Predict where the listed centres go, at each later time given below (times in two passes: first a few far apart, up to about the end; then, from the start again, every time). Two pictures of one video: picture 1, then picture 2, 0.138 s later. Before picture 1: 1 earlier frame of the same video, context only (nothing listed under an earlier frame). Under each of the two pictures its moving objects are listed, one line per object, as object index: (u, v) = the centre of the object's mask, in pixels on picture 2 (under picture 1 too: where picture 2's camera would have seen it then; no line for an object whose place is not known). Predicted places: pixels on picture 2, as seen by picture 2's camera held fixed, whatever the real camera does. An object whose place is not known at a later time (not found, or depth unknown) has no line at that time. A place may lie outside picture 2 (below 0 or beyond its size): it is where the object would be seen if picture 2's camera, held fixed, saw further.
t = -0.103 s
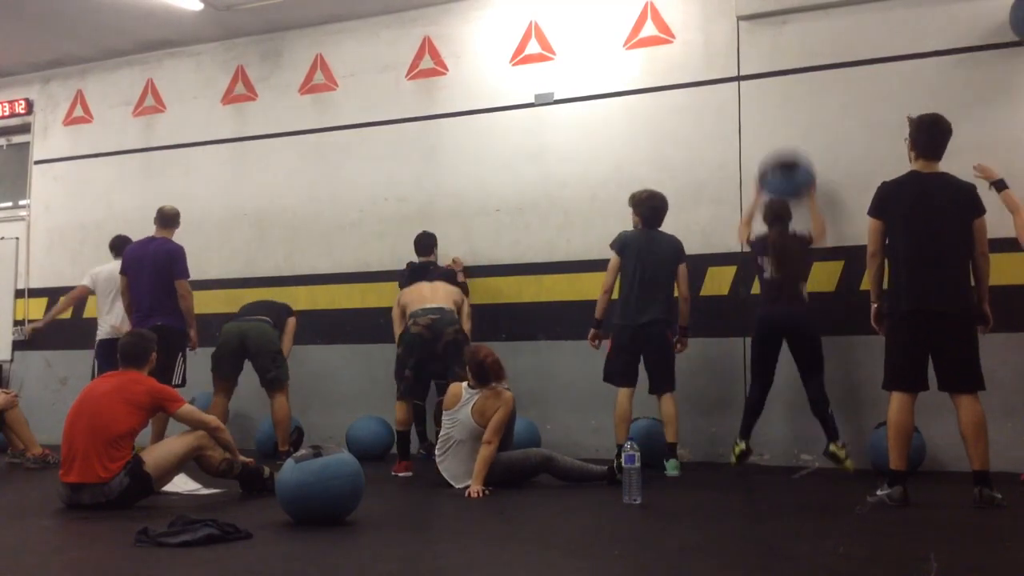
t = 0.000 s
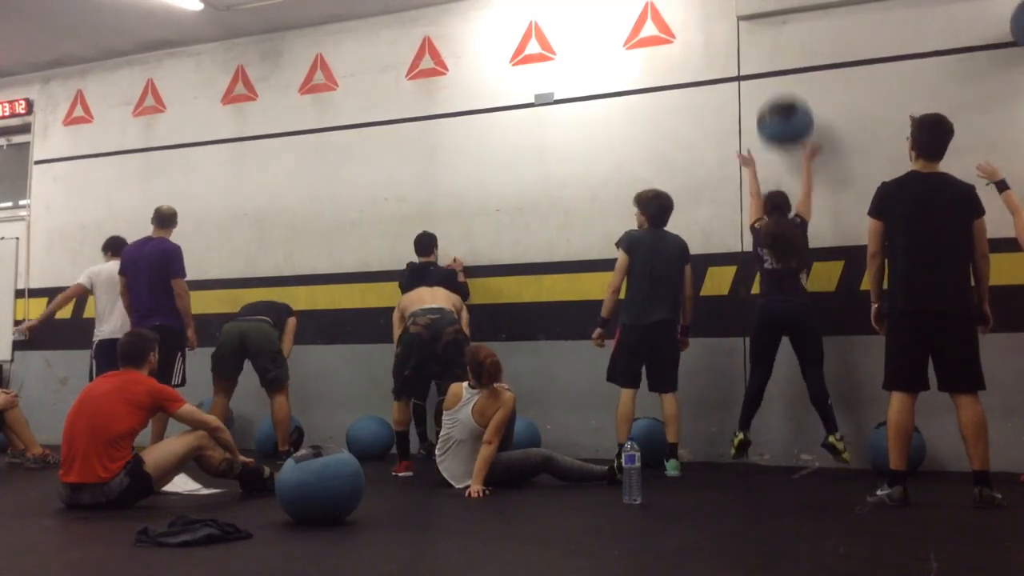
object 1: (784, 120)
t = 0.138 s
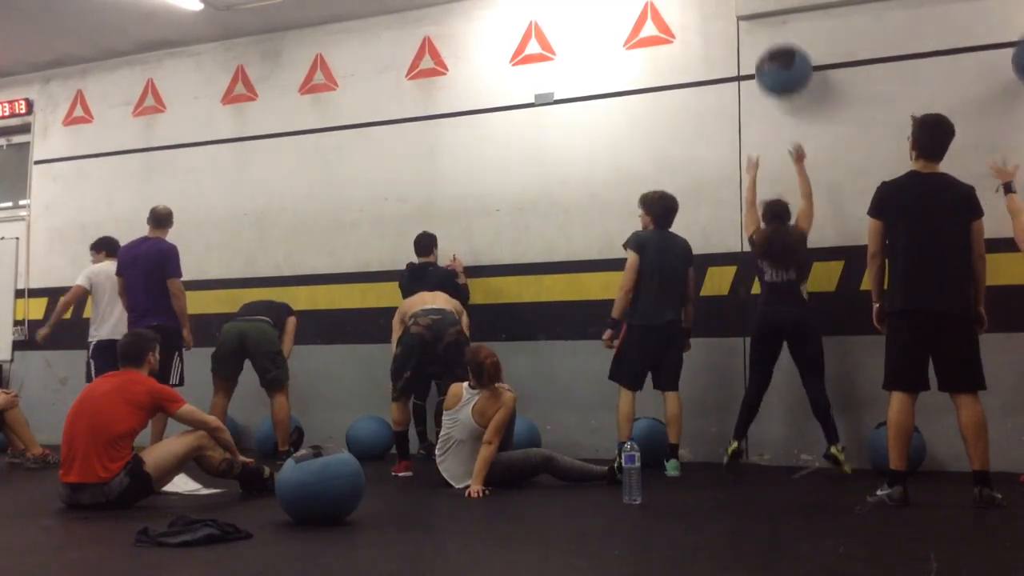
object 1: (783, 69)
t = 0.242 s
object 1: (783, 44)
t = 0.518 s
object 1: (781, 59)
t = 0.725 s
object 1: (780, 134)
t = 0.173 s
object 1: (782, 60)
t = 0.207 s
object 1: (783, 53)
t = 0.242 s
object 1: (783, 44)
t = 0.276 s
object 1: (783, 42)
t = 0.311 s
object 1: (782, 41)
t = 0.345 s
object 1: (782, 40)
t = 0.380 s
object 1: (782, 42)
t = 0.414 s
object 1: (782, 45)
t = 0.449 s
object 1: (782, 48)
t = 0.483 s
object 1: (782, 52)
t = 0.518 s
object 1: (781, 59)
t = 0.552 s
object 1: (781, 67)
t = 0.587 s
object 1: (781, 78)
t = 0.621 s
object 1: (781, 90)
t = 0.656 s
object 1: (781, 104)
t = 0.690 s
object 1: (781, 117)
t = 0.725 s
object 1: (780, 134)
